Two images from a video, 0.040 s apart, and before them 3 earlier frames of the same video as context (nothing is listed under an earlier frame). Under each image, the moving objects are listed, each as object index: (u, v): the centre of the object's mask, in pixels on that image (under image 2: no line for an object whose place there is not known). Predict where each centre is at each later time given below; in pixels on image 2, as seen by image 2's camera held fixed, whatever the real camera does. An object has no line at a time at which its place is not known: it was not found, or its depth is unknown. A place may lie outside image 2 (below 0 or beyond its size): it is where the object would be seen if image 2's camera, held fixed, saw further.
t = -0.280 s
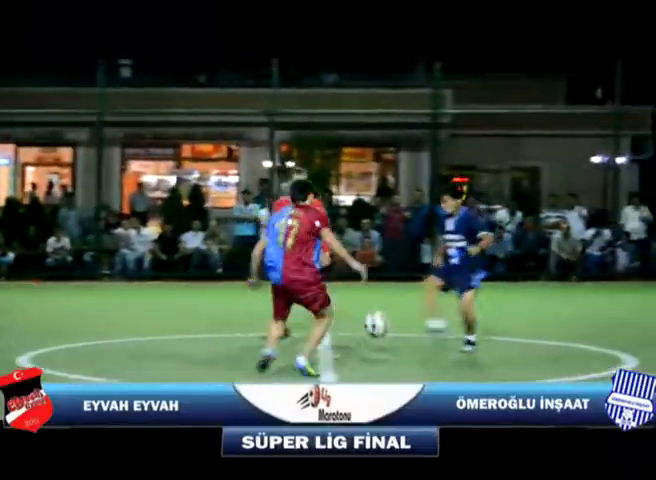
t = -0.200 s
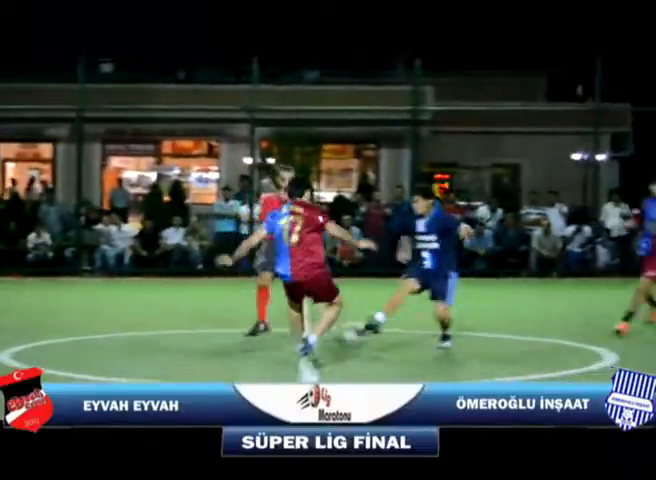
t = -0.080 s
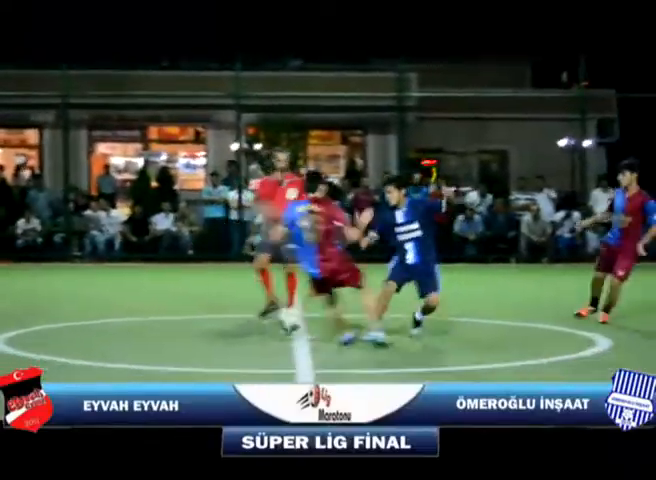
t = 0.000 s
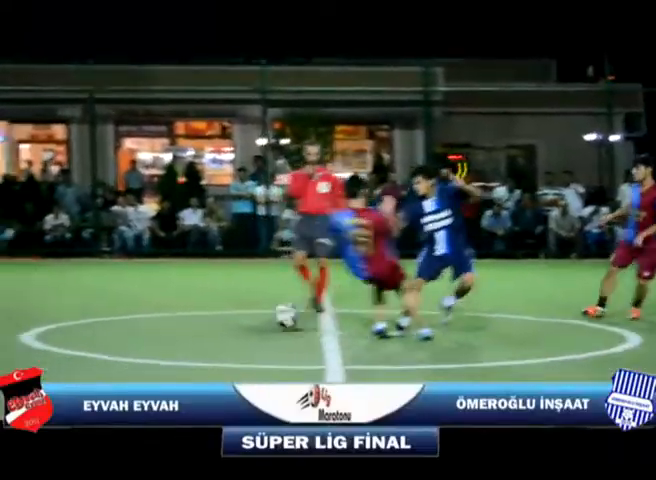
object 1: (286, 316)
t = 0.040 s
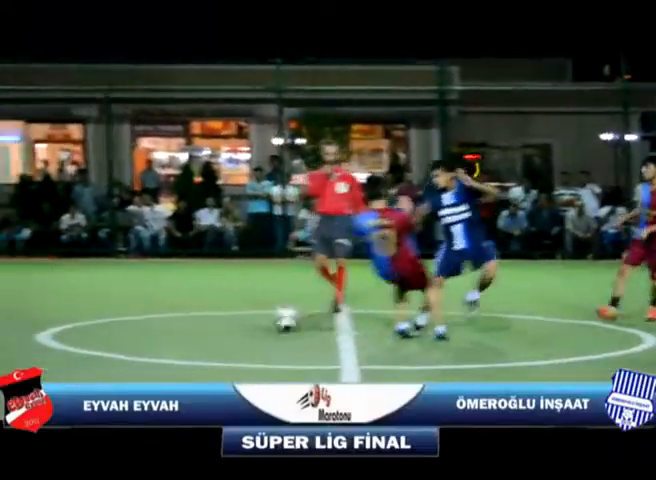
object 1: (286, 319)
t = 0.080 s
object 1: (270, 319)
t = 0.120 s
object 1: (256, 317)
